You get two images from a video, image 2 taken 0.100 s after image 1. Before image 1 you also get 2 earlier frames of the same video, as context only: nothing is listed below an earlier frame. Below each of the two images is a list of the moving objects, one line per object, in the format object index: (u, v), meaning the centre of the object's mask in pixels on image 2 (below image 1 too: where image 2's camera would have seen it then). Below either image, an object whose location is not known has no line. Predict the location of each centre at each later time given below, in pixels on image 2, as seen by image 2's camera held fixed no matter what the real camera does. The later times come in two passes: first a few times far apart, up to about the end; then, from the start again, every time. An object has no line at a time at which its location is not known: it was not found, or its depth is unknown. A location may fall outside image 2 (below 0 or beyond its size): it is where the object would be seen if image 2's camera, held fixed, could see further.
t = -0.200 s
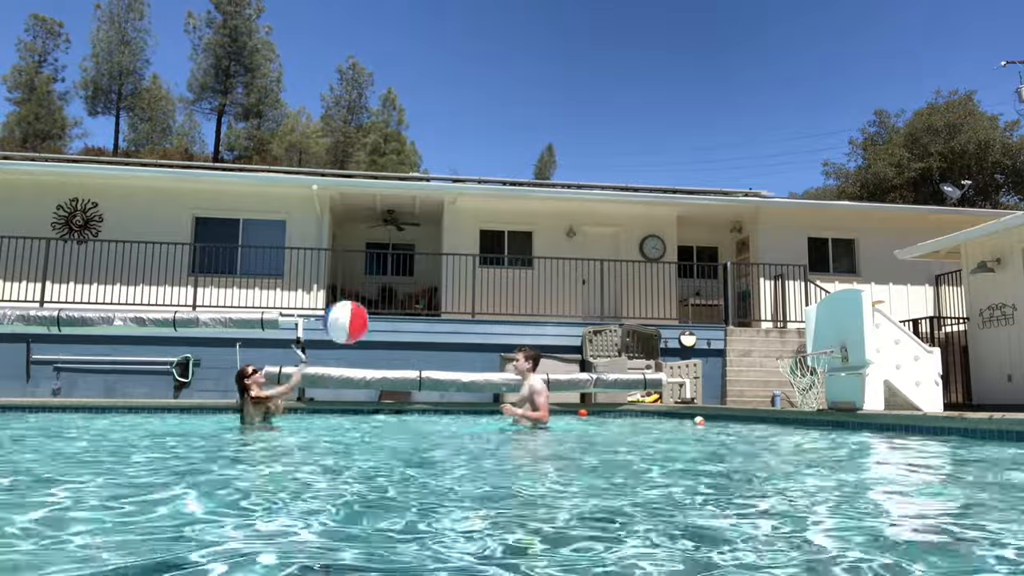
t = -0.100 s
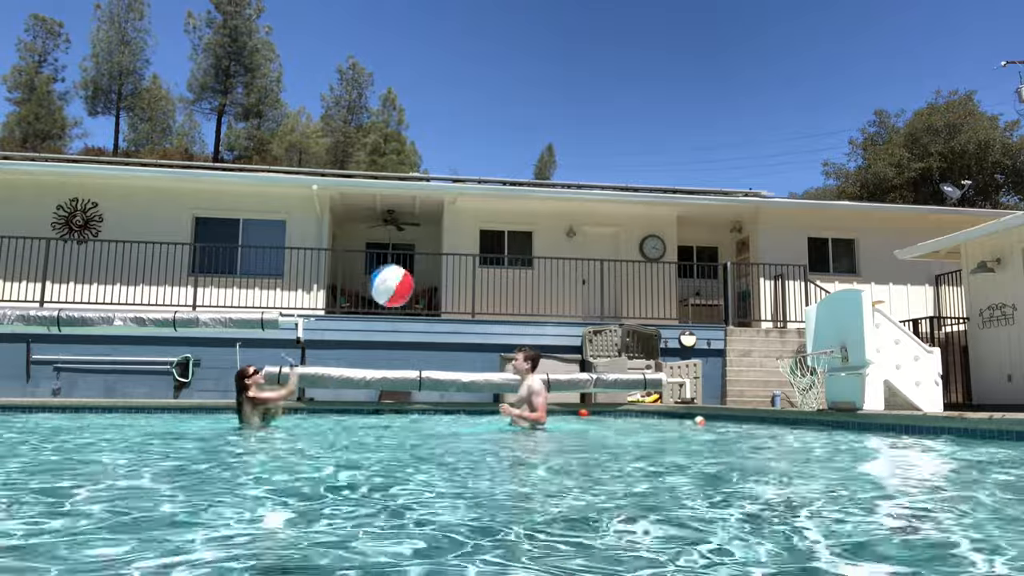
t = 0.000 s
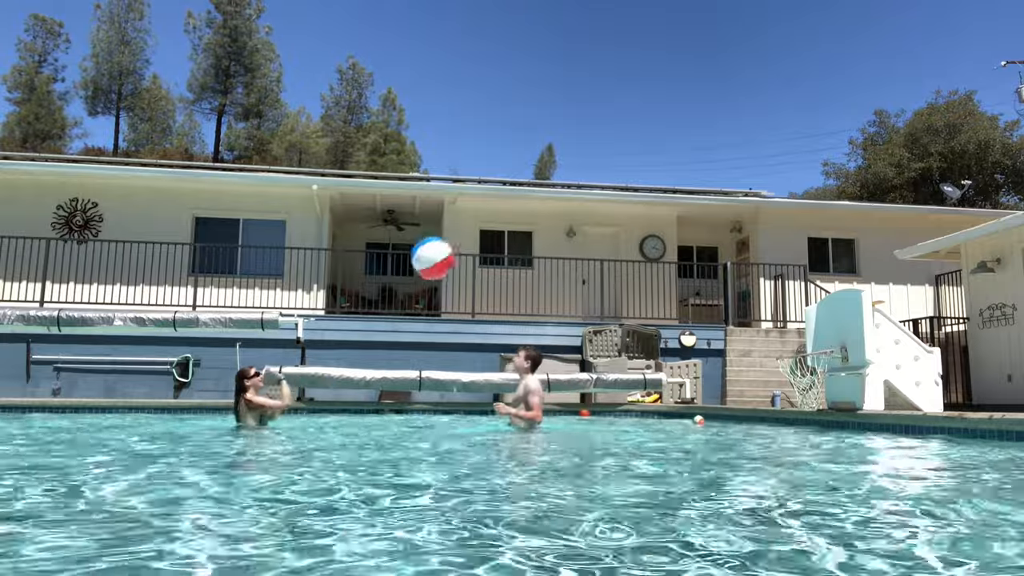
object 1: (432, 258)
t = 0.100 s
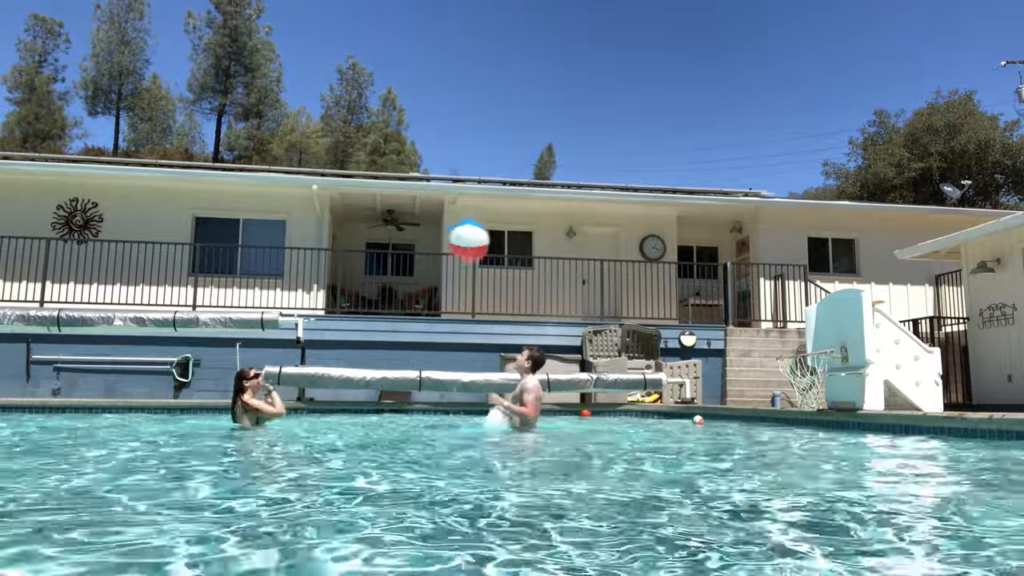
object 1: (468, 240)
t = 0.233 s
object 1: (510, 232)
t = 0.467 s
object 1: (565, 250)
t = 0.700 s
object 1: (604, 299)
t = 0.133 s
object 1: (480, 236)
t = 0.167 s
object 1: (490, 234)
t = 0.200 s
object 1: (500, 232)
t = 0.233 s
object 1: (510, 232)
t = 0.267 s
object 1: (518, 232)
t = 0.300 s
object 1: (527, 233)
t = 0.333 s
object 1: (535, 234)
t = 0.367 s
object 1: (543, 237)
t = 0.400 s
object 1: (552, 241)
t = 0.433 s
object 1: (558, 246)
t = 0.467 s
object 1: (565, 250)
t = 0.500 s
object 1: (570, 256)
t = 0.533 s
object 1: (577, 262)
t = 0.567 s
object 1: (583, 268)
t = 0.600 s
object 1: (589, 274)
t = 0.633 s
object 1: (594, 281)
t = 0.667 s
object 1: (600, 290)
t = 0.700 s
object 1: (604, 299)
